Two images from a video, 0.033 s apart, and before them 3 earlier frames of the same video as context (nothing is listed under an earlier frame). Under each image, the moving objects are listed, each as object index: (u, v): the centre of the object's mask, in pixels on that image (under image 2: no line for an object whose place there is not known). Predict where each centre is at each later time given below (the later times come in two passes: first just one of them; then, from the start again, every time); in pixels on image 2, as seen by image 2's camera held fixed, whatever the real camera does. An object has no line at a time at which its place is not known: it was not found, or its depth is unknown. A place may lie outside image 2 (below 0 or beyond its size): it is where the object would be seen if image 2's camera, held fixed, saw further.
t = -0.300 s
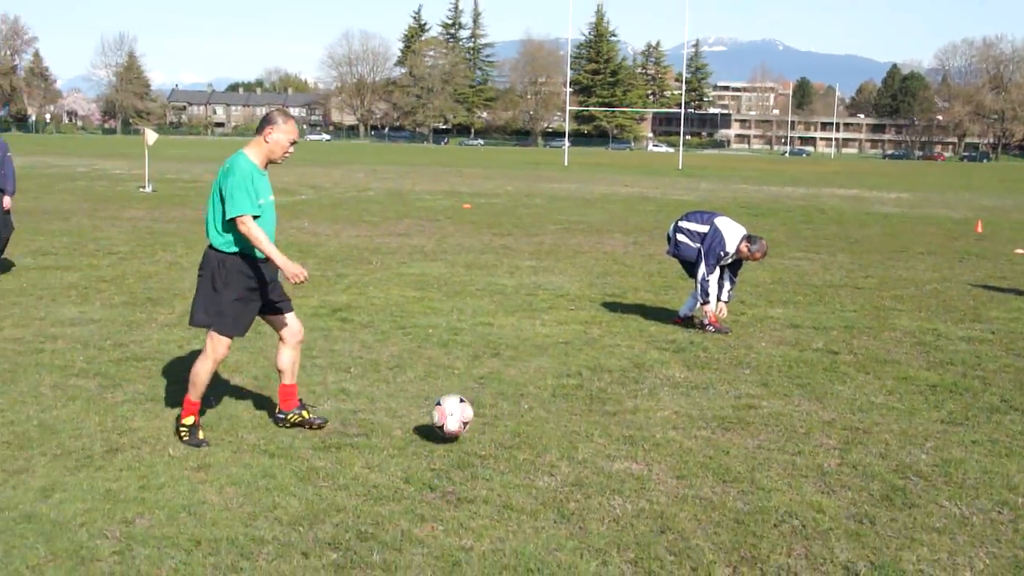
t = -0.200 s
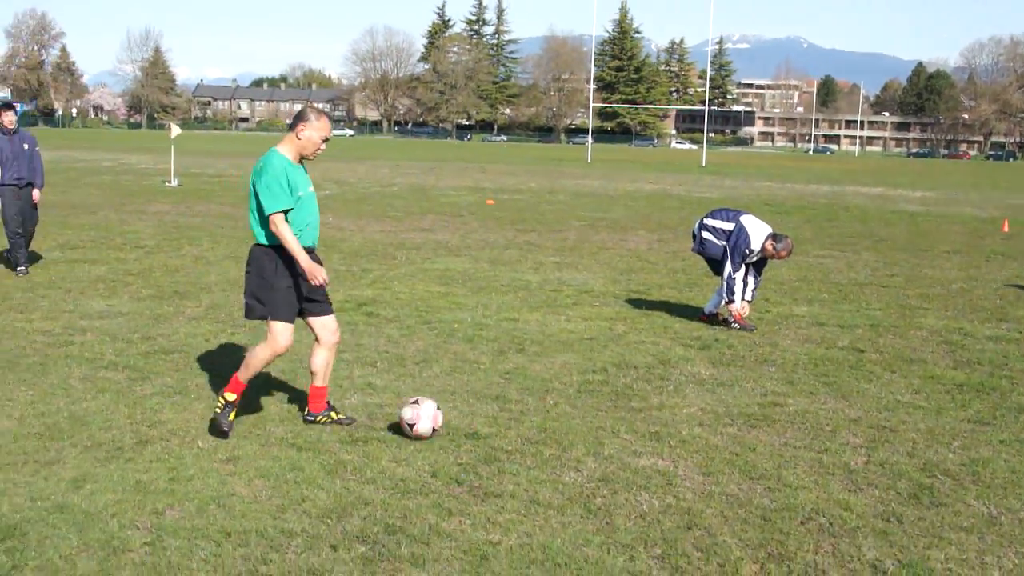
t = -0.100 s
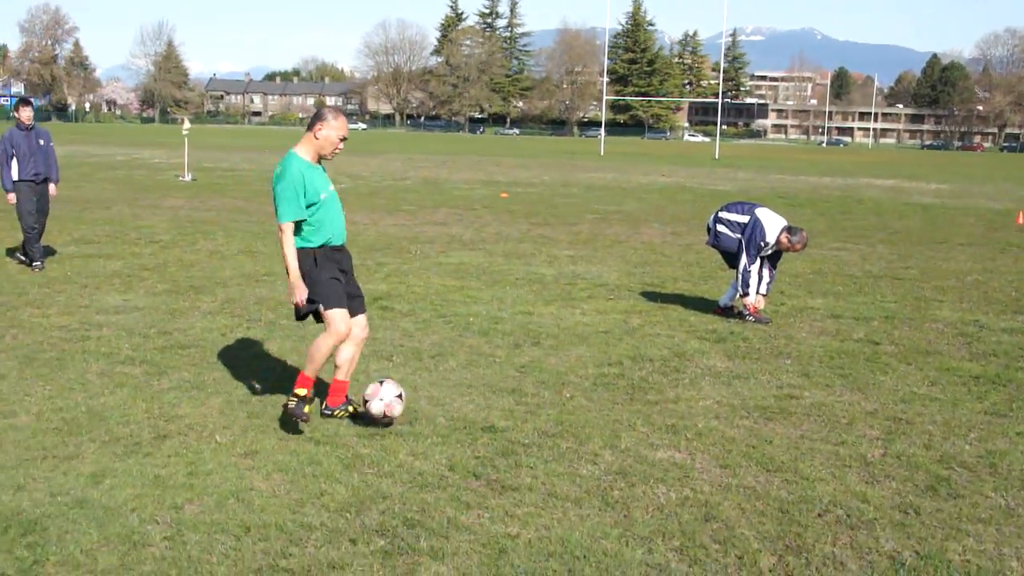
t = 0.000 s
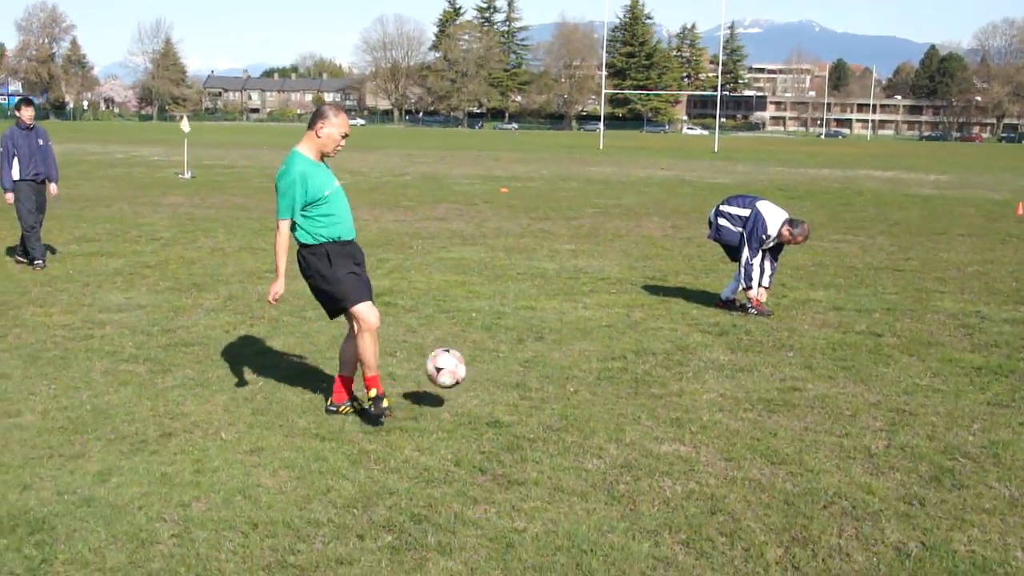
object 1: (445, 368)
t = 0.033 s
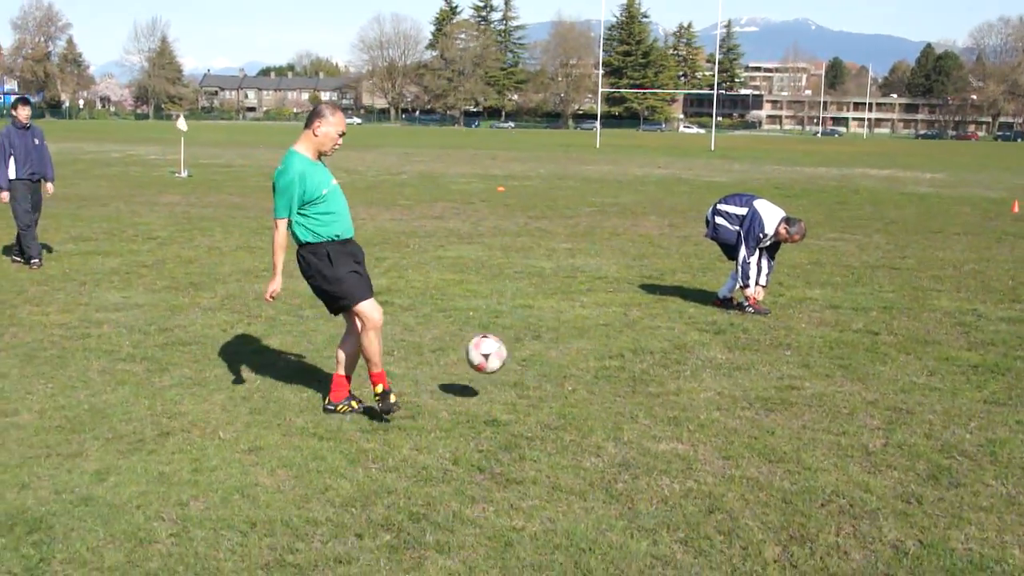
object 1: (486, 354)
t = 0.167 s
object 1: (637, 325)
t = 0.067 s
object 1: (527, 343)
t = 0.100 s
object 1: (565, 334)
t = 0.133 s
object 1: (602, 328)
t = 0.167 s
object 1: (637, 325)
